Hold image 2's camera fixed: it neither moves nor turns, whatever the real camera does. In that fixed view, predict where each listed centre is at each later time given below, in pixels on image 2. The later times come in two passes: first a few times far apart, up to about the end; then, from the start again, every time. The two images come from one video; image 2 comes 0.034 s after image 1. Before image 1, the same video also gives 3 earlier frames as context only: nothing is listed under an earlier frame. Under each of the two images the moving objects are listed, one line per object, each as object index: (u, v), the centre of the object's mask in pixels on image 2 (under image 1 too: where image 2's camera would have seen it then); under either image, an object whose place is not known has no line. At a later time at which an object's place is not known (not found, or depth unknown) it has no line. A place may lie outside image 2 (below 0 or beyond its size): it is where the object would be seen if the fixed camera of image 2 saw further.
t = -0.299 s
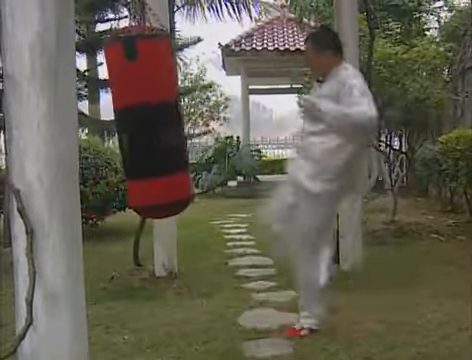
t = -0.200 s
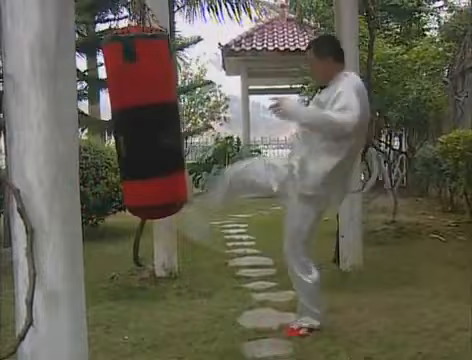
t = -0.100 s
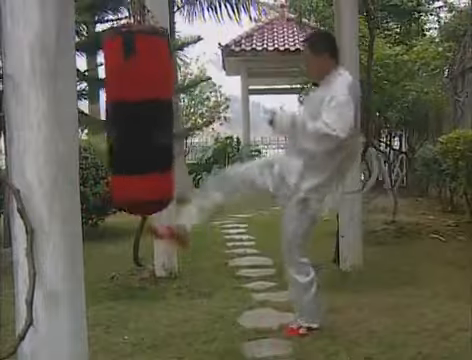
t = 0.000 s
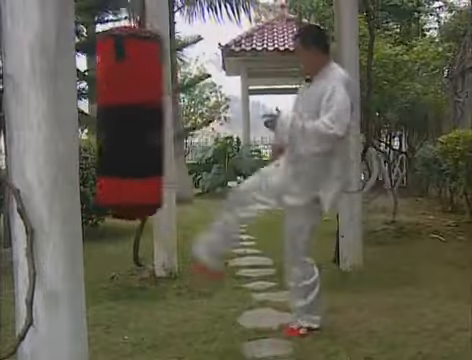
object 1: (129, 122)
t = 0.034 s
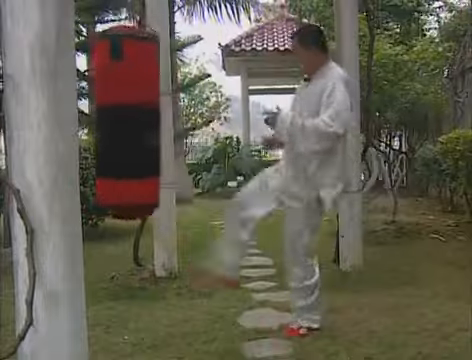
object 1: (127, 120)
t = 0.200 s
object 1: (116, 119)
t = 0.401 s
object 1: (111, 116)
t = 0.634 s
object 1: (114, 118)
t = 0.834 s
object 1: (121, 121)
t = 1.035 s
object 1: (138, 121)
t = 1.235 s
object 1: (151, 119)
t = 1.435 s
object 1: (157, 119)
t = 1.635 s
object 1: (154, 120)
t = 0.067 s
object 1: (124, 119)
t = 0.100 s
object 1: (122, 120)
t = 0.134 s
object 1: (119, 121)
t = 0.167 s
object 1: (117, 120)
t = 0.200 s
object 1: (116, 119)
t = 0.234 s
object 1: (115, 119)
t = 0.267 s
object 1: (114, 119)
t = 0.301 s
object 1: (112, 118)
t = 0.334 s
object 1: (112, 117)
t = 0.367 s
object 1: (112, 117)
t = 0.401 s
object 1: (111, 116)
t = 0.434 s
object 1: (111, 116)
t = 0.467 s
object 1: (111, 116)
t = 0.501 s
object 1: (110, 116)
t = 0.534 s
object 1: (110, 116)
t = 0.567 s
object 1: (111, 116)
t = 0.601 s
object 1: (112, 116)
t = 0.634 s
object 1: (114, 118)
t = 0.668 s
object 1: (114, 118)
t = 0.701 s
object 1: (115, 119)
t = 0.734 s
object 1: (116, 120)
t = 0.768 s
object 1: (117, 121)
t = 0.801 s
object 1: (119, 122)
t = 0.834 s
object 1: (121, 121)
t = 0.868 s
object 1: (124, 120)
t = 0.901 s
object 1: (126, 120)
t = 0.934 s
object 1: (129, 121)
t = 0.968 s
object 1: (131, 119)
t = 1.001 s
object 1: (135, 120)
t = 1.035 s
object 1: (138, 121)
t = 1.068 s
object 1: (140, 120)
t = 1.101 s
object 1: (143, 120)
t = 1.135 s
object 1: (146, 120)
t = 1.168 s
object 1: (148, 119)
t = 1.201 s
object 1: (150, 119)
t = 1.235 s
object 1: (151, 119)
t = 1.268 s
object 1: (152, 119)
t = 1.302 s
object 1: (154, 120)
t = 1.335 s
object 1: (155, 119)
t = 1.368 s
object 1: (156, 119)
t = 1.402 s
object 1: (156, 119)
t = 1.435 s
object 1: (157, 119)
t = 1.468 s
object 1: (157, 119)
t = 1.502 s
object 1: (157, 119)
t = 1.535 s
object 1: (156, 119)
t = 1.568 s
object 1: (156, 119)
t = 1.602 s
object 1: (155, 119)
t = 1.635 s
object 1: (154, 120)
